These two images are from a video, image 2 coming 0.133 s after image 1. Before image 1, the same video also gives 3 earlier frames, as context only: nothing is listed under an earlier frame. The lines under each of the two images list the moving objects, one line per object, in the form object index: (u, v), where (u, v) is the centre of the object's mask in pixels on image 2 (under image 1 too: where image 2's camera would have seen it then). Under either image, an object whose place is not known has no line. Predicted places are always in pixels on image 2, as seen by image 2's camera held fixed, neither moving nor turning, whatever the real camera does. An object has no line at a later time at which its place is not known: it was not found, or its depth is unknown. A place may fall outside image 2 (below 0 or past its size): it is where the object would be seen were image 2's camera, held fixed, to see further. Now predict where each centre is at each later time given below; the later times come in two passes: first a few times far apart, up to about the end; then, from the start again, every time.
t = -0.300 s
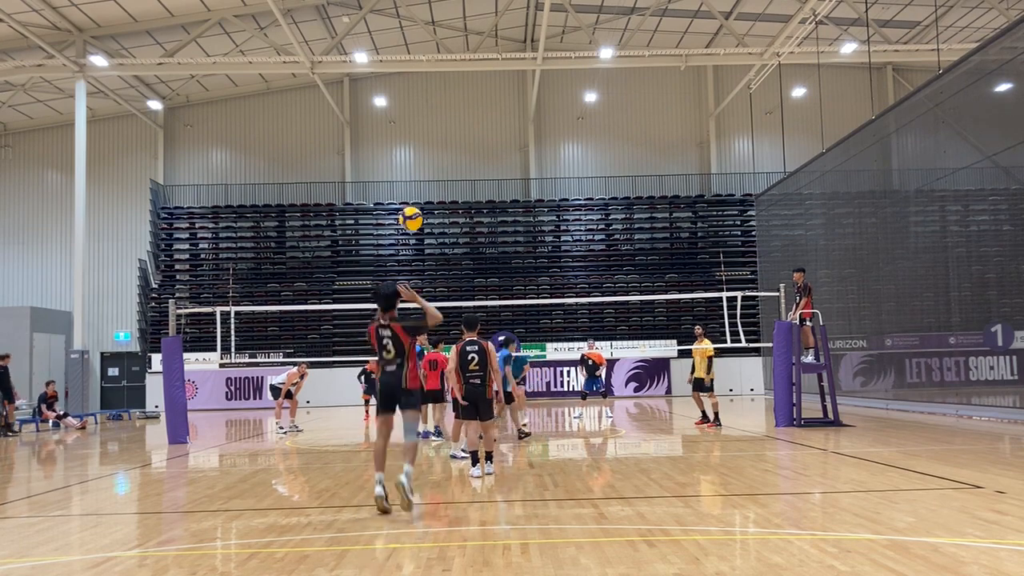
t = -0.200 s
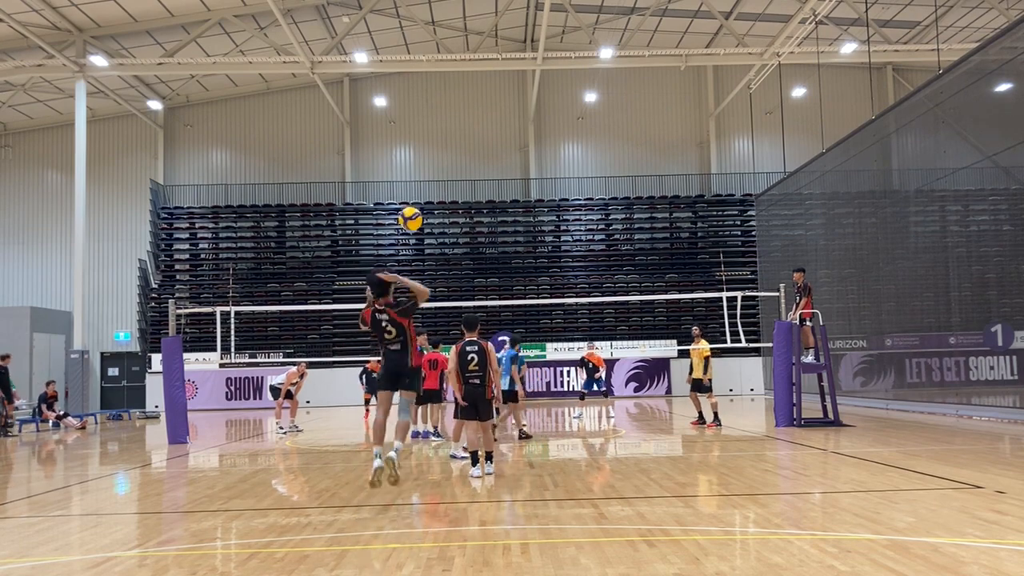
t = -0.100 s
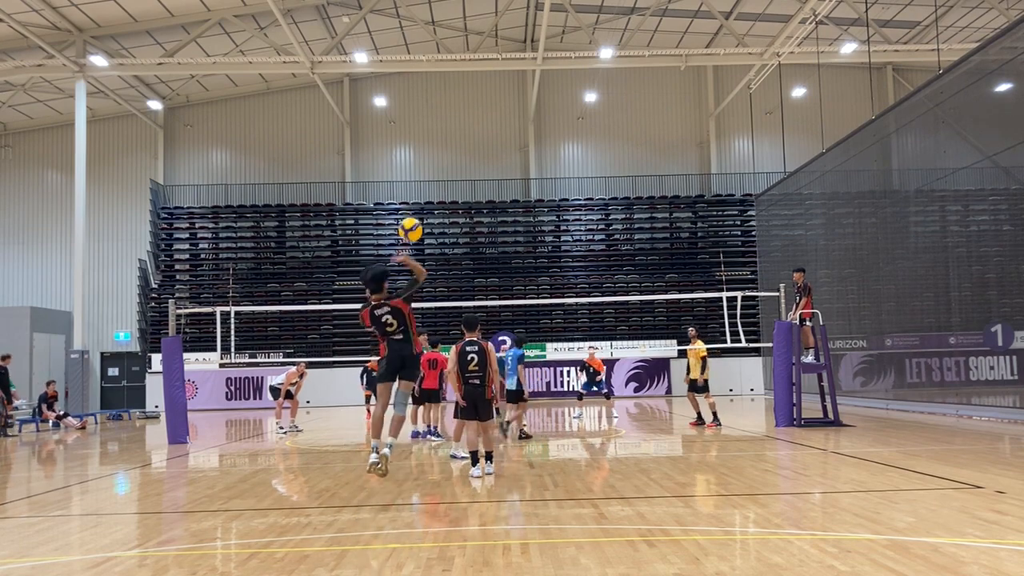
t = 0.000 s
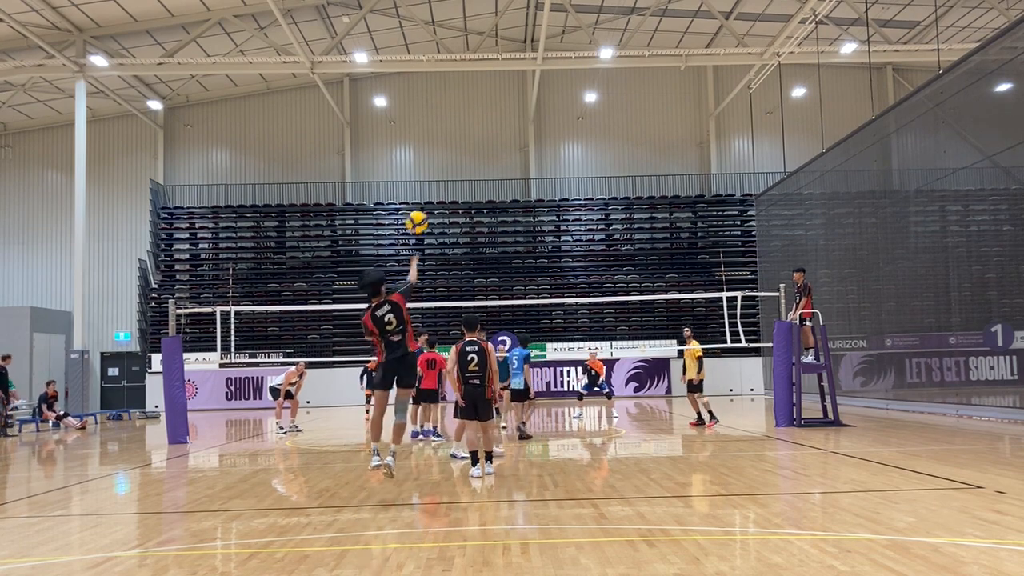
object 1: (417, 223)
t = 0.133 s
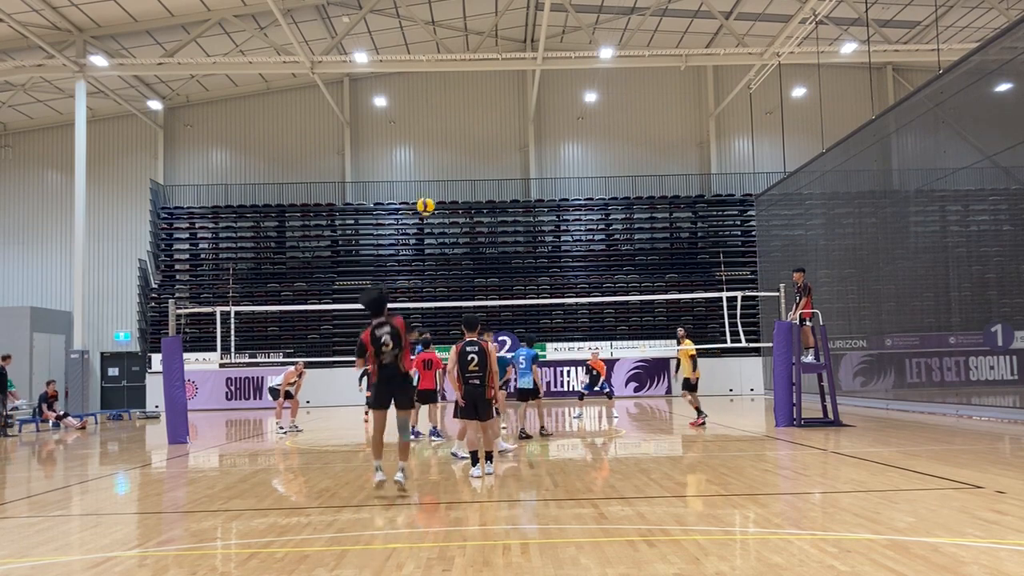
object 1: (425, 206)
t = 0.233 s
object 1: (431, 206)
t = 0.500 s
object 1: (436, 225)
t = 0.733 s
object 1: (442, 262)
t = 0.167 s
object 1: (427, 205)
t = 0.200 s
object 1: (429, 205)
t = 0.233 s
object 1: (431, 206)
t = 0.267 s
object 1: (432, 206)
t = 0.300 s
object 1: (432, 208)
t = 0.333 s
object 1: (434, 210)
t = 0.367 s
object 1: (434, 212)
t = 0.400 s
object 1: (435, 216)
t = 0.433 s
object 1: (435, 217)
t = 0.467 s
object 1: (435, 222)
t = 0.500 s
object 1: (436, 225)
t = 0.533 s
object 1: (437, 230)
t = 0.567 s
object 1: (438, 236)
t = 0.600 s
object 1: (439, 240)
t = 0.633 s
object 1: (440, 245)
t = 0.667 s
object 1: (441, 250)
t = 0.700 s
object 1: (441, 256)
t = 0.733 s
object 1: (442, 262)
